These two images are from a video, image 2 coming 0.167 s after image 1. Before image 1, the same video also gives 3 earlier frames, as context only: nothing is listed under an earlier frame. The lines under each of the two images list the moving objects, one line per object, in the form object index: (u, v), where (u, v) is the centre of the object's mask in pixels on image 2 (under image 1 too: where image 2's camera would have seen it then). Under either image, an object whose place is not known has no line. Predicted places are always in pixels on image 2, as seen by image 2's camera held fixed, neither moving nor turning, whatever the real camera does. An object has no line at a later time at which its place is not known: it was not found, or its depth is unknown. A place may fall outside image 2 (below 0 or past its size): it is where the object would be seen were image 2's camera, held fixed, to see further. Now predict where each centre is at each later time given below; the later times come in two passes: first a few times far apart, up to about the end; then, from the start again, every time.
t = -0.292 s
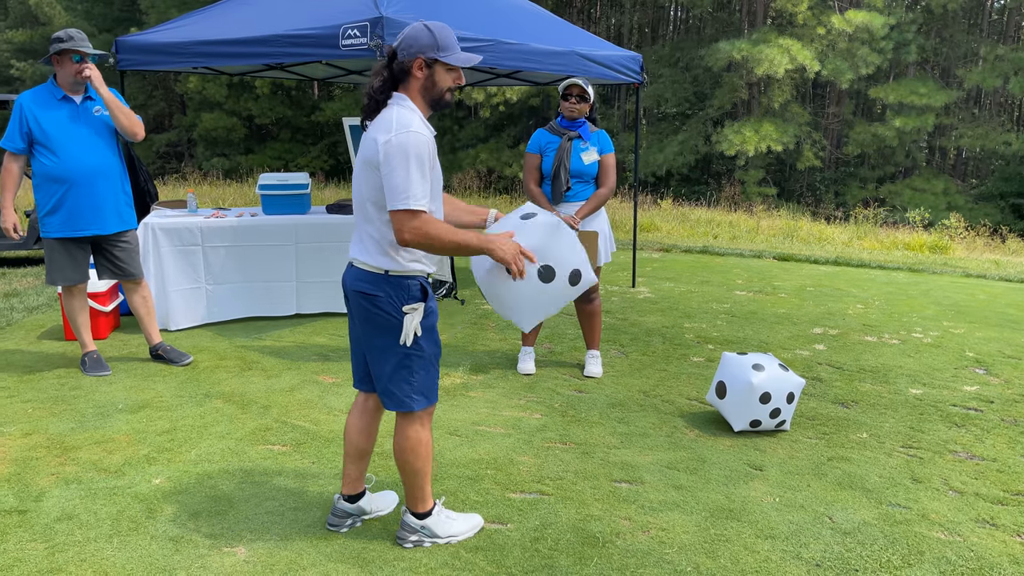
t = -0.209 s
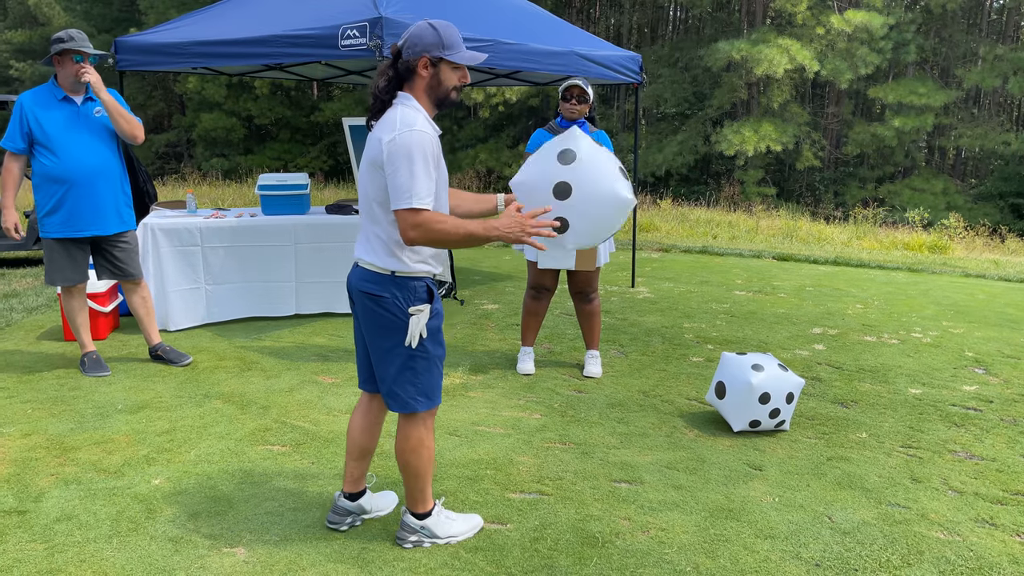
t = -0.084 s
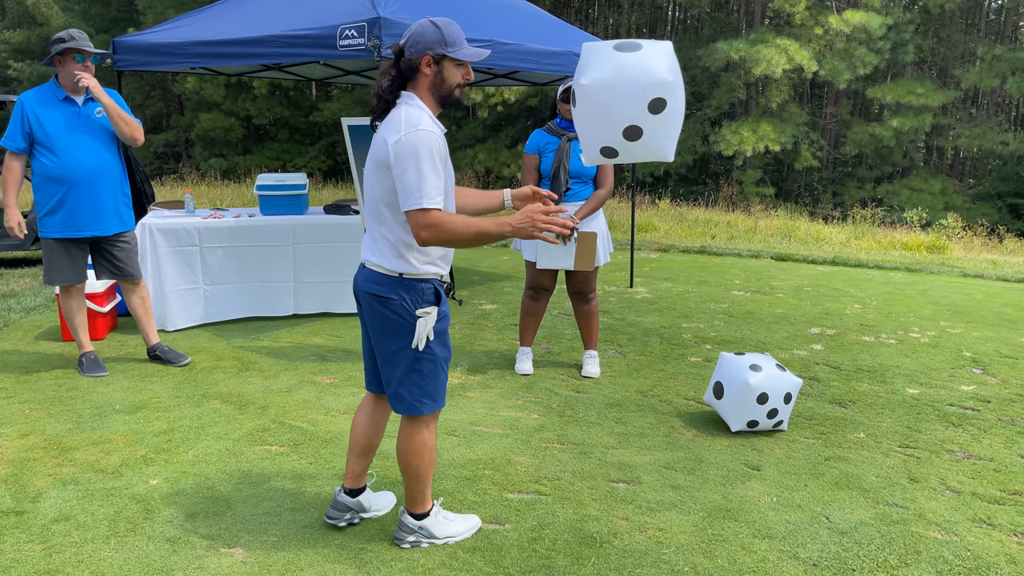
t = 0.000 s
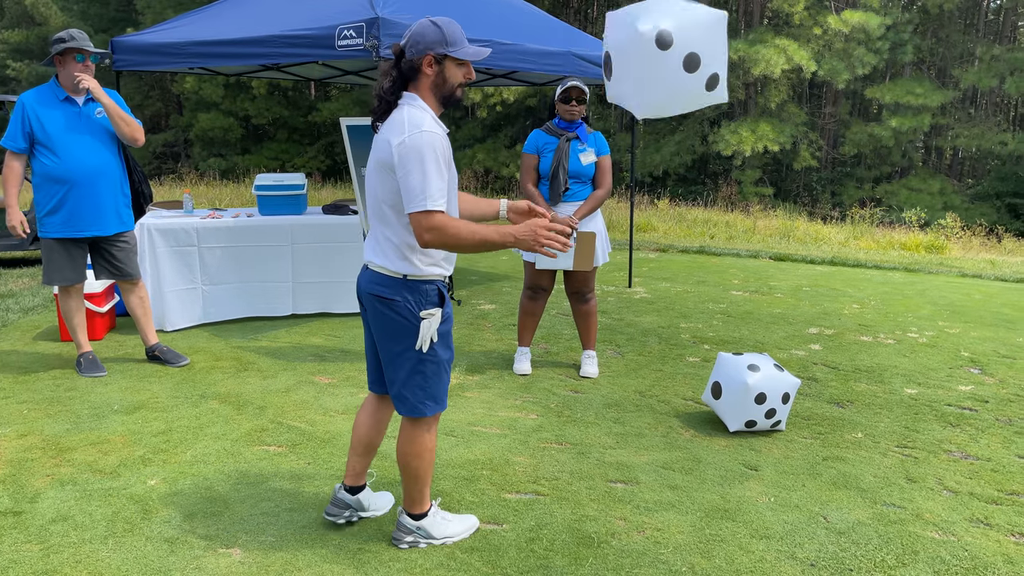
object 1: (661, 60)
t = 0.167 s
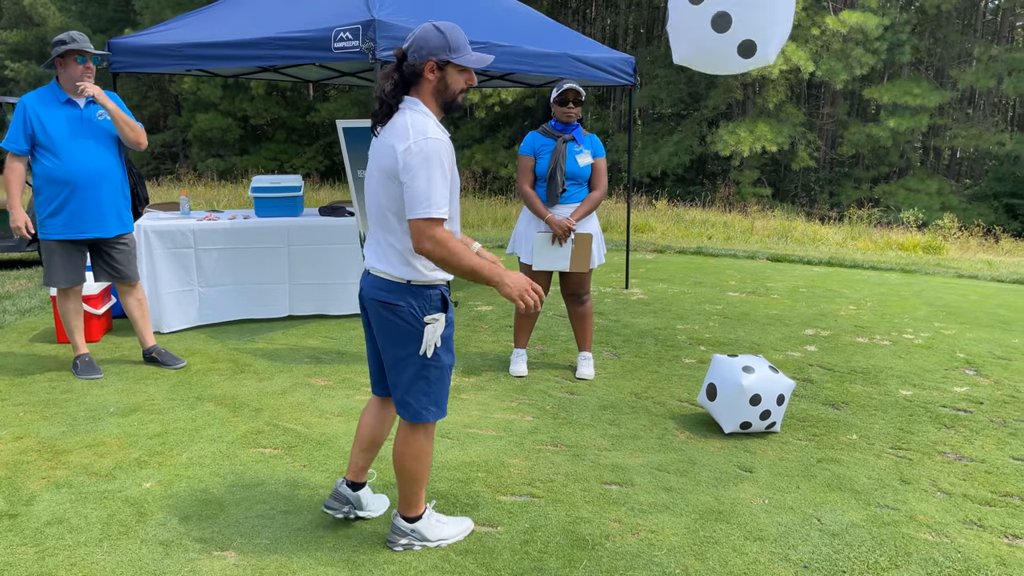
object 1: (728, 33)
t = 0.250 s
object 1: (763, 37)
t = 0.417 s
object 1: (833, 61)
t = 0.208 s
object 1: (744, 34)
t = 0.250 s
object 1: (763, 37)
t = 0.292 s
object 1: (782, 38)
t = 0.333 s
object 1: (799, 42)
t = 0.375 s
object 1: (814, 49)
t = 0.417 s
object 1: (833, 61)
